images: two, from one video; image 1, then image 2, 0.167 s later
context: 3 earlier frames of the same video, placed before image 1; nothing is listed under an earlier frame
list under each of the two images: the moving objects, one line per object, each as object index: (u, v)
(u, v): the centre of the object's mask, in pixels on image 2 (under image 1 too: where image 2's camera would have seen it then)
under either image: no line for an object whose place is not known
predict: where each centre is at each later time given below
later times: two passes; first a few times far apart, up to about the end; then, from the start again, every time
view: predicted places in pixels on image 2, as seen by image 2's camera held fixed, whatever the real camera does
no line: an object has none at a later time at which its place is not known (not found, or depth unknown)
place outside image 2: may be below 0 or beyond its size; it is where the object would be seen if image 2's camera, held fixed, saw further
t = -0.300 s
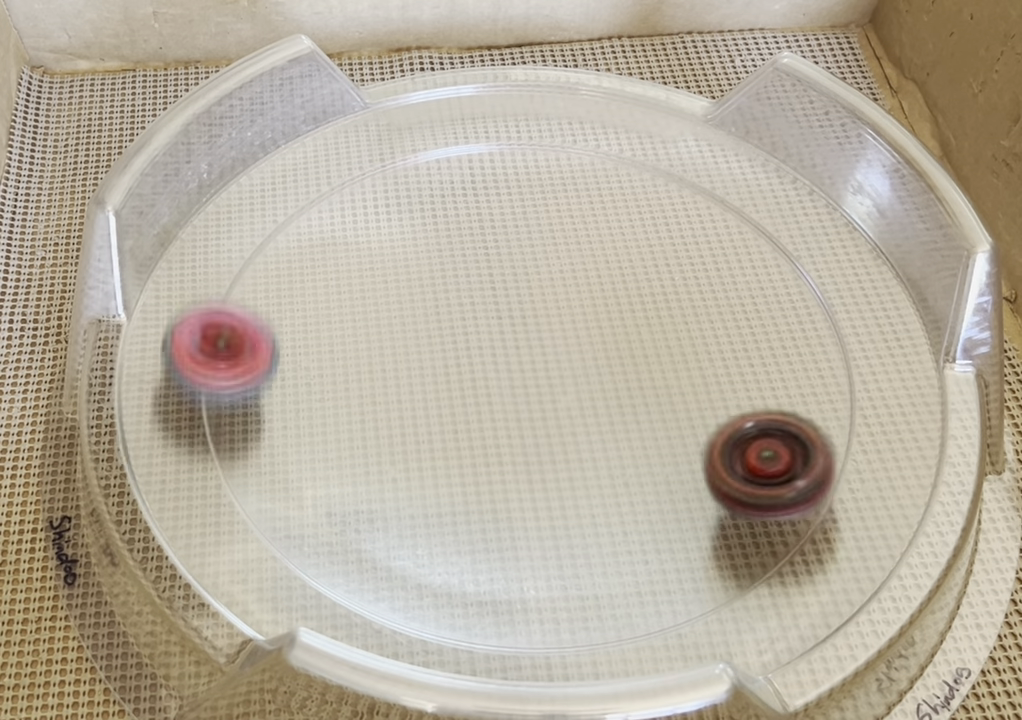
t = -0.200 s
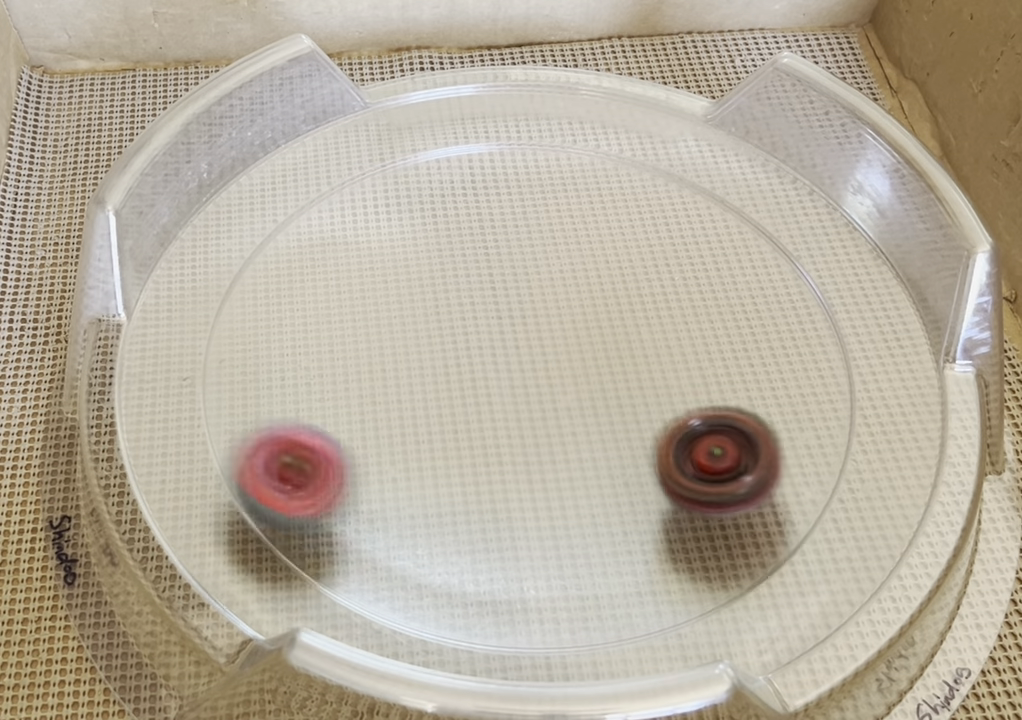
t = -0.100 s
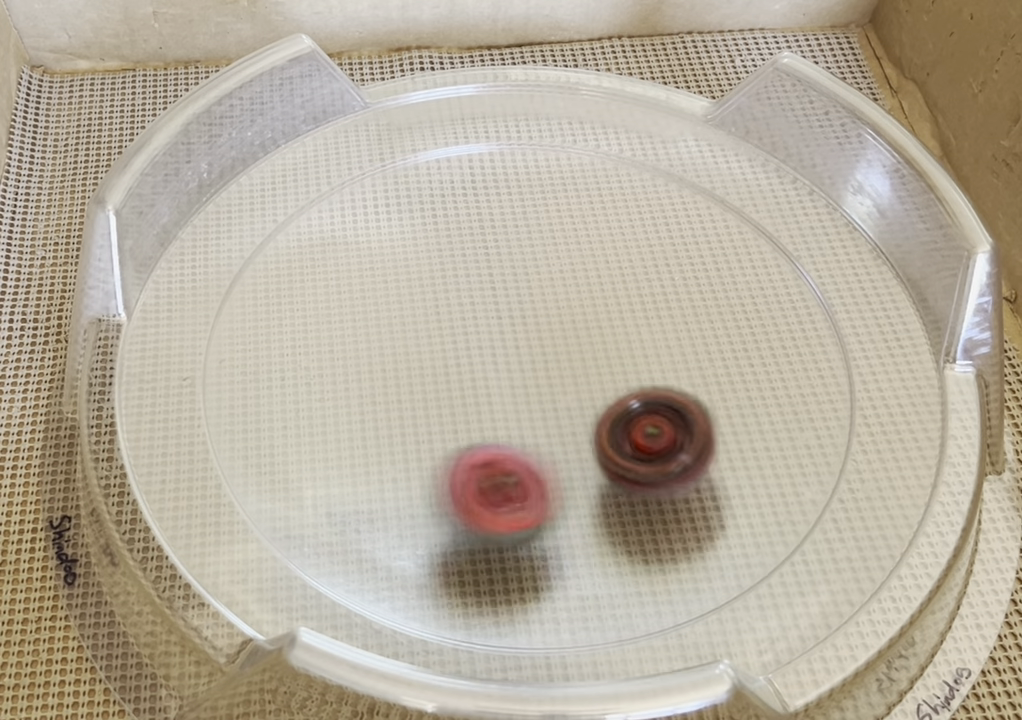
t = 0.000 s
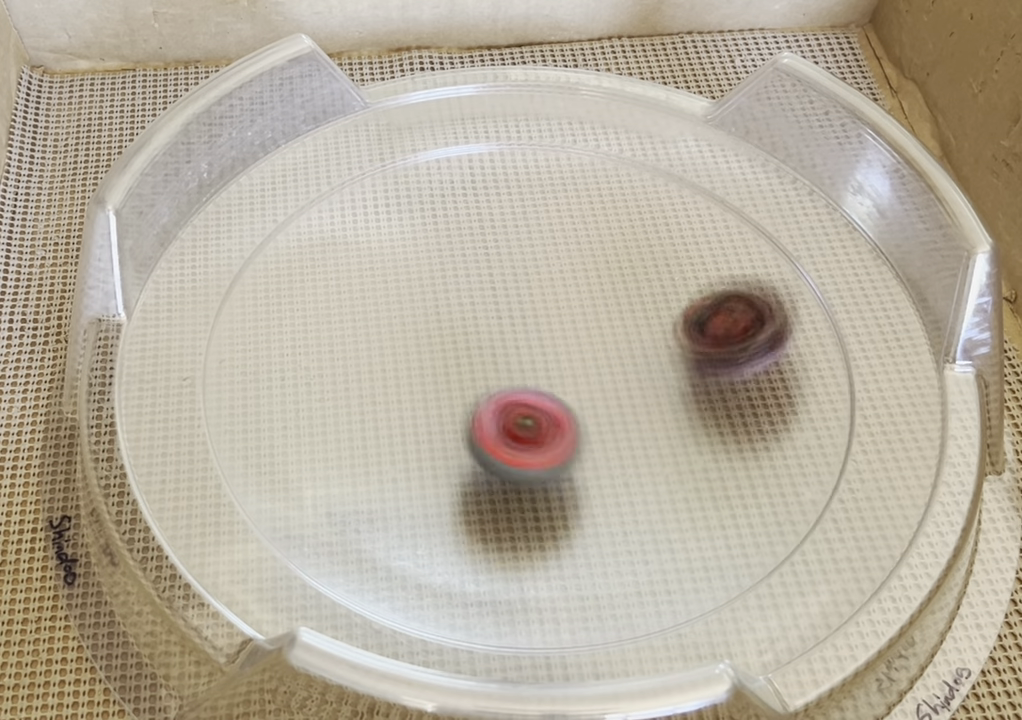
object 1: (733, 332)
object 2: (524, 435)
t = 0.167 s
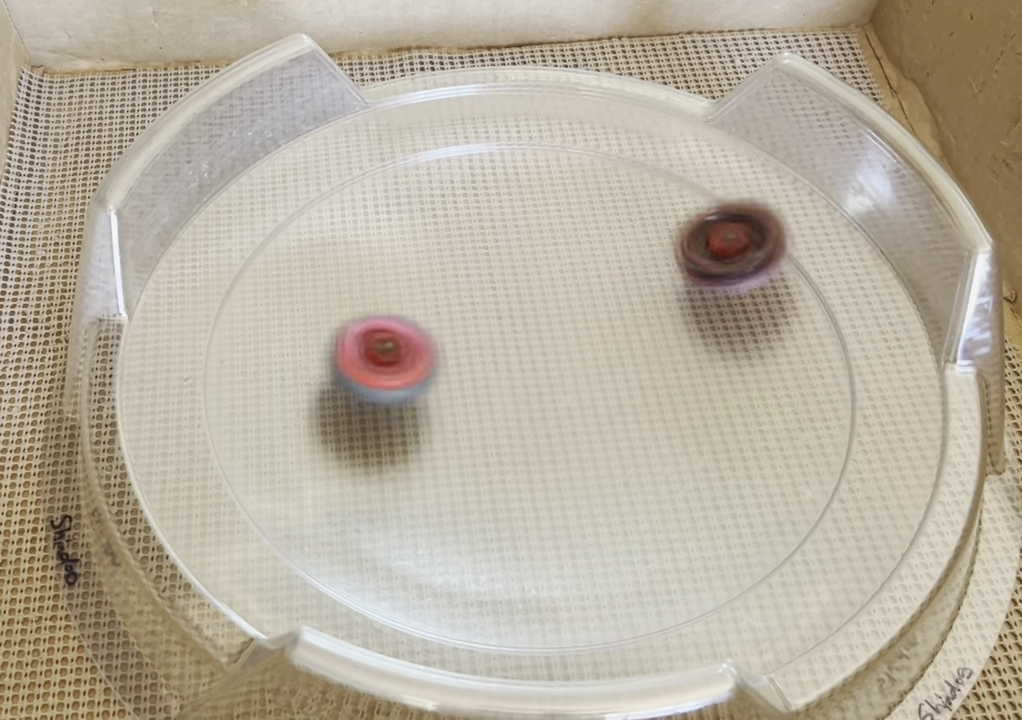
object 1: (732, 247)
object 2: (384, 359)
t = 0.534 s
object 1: (655, 217)
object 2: (580, 403)
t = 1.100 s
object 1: (437, 263)
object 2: (474, 463)
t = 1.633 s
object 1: (384, 349)
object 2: (258, 247)
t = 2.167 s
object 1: (553, 244)
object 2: (428, 189)
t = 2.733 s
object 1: (813, 340)
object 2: (629, 575)
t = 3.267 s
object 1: (399, 180)
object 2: (632, 323)
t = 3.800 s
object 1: (565, 268)
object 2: (513, 575)
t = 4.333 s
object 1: (527, 298)
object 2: (313, 432)
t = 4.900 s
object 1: (556, 233)
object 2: (396, 295)
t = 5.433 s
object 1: (604, 232)
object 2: (644, 490)
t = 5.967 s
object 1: (399, 290)
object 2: (555, 365)
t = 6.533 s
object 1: (425, 398)
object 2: (552, 380)
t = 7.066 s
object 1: (580, 486)
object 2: (397, 380)
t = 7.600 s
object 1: (642, 331)
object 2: (482, 221)
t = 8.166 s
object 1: (510, 272)
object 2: (713, 333)
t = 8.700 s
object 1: (387, 287)
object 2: (570, 482)
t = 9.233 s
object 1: (409, 412)
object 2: (502, 350)
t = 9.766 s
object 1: (565, 459)
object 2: (510, 351)
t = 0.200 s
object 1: (697, 251)
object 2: (352, 364)
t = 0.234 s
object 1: (669, 253)
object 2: (324, 379)
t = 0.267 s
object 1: (653, 251)
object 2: (306, 402)
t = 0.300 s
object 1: (646, 247)
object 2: (304, 430)
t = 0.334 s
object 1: (647, 241)
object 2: (321, 459)
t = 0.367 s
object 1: (650, 233)
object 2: (359, 484)
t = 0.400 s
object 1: (653, 227)
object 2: (409, 497)
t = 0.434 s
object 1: (655, 221)
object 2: (466, 496)
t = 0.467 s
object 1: (656, 218)
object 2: (517, 479)
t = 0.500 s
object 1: (656, 216)
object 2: (557, 446)
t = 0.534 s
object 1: (655, 217)
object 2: (580, 403)
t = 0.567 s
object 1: (651, 218)
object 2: (584, 358)
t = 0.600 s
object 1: (646, 221)
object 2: (571, 312)
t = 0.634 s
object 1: (639, 225)
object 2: (544, 270)
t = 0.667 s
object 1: (630, 229)
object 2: (504, 235)
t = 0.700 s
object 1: (620, 234)
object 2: (458, 209)
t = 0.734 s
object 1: (608, 240)
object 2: (405, 194)
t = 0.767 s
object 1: (595, 245)
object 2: (352, 187)
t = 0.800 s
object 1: (580, 250)
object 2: (303, 193)
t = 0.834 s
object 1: (564, 255)
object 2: (271, 228)
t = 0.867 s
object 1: (548, 258)
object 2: (245, 267)
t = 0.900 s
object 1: (531, 261)
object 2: (228, 303)
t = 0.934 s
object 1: (513, 263)
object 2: (226, 342)
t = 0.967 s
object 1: (498, 265)
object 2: (246, 383)
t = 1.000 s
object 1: (480, 265)
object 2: (285, 418)
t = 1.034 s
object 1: (466, 265)
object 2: (341, 447)
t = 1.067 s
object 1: (451, 265)
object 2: (406, 463)
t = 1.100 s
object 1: (437, 263)
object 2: (474, 463)
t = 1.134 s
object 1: (425, 261)
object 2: (537, 447)
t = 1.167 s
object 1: (411, 259)
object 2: (588, 419)
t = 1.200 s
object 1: (400, 257)
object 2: (625, 378)
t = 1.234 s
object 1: (390, 255)
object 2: (645, 332)
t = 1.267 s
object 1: (380, 254)
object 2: (648, 284)
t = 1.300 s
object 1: (372, 253)
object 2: (637, 237)
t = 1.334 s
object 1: (365, 252)
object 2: (612, 195)
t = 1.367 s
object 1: (359, 253)
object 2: (578, 156)
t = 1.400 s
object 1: (355, 254)
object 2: (537, 128)
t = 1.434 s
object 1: (353, 256)
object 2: (484, 128)
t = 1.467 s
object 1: (351, 260)
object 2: (432, 142)
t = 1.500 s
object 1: (351, 263)
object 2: (385, 151)
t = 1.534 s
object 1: (352, 269)
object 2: (339, 179)
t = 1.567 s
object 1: (355, 290)
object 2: (307, 203)
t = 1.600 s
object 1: (362, 310)
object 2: (284, 228)
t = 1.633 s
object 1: (384, 349)
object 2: (258, 247)
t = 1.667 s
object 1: (400, 378)
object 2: (254, 293)
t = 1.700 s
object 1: (410, 404)
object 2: (267, 330)
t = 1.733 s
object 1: (416, 429)
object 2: (296, 365)
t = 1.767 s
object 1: (450, 466)
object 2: (317, 384)
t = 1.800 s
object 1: (530, 529)
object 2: (317, 381)
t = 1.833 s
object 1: (608, 585)
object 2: (333, 383)
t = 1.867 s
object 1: (678, 608)
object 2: (364, 386)
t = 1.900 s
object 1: (681, 535)
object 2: (399, 380)
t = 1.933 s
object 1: (675, 473)
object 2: (432, 367)
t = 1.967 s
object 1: (667, 433)
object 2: (458, 346)
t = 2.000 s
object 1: (655, 414)
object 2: (477, 319)
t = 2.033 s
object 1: (639, 397)
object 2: (487, 290)
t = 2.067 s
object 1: (618, 338)
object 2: (484, 261)
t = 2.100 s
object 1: (595, 299)
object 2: (472, 231)
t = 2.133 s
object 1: (573, 278)
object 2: (454, 208)
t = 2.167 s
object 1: (553, 244)
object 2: (428, 189)
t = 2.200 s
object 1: (534, 215)
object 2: (398, 175)
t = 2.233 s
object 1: (514, 205)
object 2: (367, 169)
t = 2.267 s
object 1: (500, 190)
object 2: (337, 176)
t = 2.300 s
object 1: (489, 187)
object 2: (311, 206)
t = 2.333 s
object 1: (481, 191)
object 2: (297, 236)
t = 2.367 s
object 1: (480, 202)
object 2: (300, 269)
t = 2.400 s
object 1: (481, 220)
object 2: (317, 302)
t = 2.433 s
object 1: (489, 246)
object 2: (349, 334)
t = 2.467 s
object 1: (502, 279)
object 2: (393, 359)
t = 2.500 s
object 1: (522, 310)
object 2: (436, 379)
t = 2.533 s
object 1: (610, 293)
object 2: (410, 436)
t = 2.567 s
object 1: (693, 270)
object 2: (402, 482)
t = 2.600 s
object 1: (775, 249)
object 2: (414, 520)
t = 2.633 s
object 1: (842, 238)
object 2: (449, 549)
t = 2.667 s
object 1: (845, 254)
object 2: (503, 566)
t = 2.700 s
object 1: (834, 288)
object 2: (565, 576)
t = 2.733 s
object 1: (813, 340)
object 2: (629, 575)
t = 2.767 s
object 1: (782, 382)
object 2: (690, 559)
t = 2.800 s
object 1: (743, 426)
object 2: (740, 534)
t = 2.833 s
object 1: (693, 421)
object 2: (780, 536)
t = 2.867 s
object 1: (651, 407)
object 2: (799, 533)
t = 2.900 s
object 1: (594, 390)
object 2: (820, 529)
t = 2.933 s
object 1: (543, 372)
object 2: (847, 521)
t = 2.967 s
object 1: (493, 357)
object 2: (870, 507)
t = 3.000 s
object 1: (456, 333)
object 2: (883, 486)
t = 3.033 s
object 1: (429, 308)
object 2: (884, 461)
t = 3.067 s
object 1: (403, 282)
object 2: (871, 433)
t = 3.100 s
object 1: (386, 255)
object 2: (844, 407)
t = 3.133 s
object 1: (378, 232)
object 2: (812, 384)
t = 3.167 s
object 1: (379, 212)
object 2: (773, 360)
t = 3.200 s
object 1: (384, 198)
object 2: (729, 341)
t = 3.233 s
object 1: (392, 188)
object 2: (682, 329)
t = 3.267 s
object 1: (399, 180)
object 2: (632, 323)
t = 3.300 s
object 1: (406, 172)
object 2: (582, 323)
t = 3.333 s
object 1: (415, 165)
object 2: (532, 327)
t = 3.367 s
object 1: (424, 161)
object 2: (486, 337)
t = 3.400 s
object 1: (434, 158)
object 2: (442, 353)
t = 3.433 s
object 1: (446, 158)
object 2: (404, 372)
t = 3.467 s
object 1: (456, 159)
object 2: (370, 395)
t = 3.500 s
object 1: (468, 162)
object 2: (342, 422)
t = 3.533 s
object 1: (479, 168)
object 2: (323, 452)
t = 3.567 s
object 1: (490, 175)
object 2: (311, 485)
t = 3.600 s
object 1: (503, 183)
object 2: (307, 516)
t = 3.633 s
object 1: (514, 192)
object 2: (324, 540)
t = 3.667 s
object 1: (525, 203)
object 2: (367, 561)
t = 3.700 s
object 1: (536, 215)
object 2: (402, 577)
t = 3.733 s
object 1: (546, 230)
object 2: (437, 588)
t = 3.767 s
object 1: (556, 247)
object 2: (476, 589)
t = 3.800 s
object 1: (565, 268)
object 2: (513, 575)
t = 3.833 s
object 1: (573, 292)
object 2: (541, 551)
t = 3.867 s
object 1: (575, 317)
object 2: (563, 523)
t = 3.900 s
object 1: (574, 344)
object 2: (573, 490)
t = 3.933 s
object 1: (568, 364)
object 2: (573, 457)
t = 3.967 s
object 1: (566, 349)
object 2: (562, 457)
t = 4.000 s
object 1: (559, 336)
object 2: (548, 451)
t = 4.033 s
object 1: (551, 327)
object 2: (525, 434)
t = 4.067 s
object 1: (546, 319)
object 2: (499, 419)
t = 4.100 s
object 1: (542, 312)
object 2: (472, 407)
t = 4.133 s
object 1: (539, 309)
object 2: (441, 398)
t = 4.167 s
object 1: (537, 306)
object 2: (412, 392)
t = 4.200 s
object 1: (535, 303)
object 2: (383, 392)
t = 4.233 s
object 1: (533, 301)
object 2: (357, 395)
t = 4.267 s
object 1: (531, 299)
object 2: (335, 404)
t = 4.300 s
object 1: (529, 298)
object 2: (320, 416)
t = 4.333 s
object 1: (527, 298)
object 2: (313, 432)
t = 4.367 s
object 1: (524, 299)
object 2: (317, 449)
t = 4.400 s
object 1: (521, 300)
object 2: (334, 464)
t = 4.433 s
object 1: (519, 301)
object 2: (361, 475)
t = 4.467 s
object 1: (516, 304)
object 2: (395, 477)
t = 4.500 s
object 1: (513, 307)
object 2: (429, 470)
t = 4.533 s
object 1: (509, 310)
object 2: (459, 454)
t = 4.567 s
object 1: (505, 313)
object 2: (481, 429)
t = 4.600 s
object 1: (503, 312)
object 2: (494, 405)
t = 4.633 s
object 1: (504, 289)
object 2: (497, 398)
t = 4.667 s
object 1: (510, 269)
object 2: (495, 386)
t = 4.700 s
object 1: (519, 255)
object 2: (493, 367)
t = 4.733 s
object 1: (526, 246)
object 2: (485, 349)
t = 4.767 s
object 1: (534, 241)
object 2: (474, 330)
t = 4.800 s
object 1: (540, 238)
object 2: (459, 315)
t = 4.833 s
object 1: (545, 235)
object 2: (440, 304)
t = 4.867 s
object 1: (551, 233)
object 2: (418, 296)
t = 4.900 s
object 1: (556, 233)
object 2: (396, 295)
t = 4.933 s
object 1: (561, 236)
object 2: (376, 300)
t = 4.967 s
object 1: (564, 240)
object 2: (361, 311)
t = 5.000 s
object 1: (567, 244)
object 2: (355, 328)
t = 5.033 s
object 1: (569, 251)
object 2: (358, 346)
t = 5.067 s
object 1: (569, 259)
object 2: (371, 366)
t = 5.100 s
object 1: (569, 268)
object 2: (393, 382)
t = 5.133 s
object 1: (566, 278)
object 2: (423, 391)
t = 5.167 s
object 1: (564, 287)
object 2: (455, 395)
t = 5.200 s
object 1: (560, 298)
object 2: (491, 390)
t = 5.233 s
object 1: (559, 296)
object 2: (510, 397)
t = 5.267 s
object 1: (575, 259)
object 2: (516, 437)
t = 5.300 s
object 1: (584, 237)
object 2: (526, 465)
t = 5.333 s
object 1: (588, 228)
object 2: (546, 483)
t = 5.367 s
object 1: (592, 227)
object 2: (575, 493)
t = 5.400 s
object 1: (599, 228)
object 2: (609, 494)
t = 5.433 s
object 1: (604, 232)
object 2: (644, 490)
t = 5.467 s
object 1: (607, 236)
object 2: (676, 479)
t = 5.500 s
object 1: (611, 243)
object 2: (702, 461)
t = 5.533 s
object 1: (611, 250)
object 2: (717, 437)
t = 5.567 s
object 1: (611, 258)
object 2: (722, 410)
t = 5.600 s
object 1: (610, 268)
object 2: (715, 384)
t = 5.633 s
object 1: (606, 277)
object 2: (699, 360)
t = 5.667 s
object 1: (590, 280)
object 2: (694, 348)
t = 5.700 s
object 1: (551, 269)
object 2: (705, 348)
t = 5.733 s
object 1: (522, 267)
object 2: (706, 343)
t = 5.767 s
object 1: (503, 269)
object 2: (696, 335)
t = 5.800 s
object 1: (486, 274)
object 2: (678, 330)
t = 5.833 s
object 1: (467, 277)
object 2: (655, 328)
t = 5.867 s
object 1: (449, 281)
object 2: (631, 331)
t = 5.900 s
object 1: (430, 285)
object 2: (604, 338)
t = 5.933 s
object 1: (414, 287)
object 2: (578, 349)
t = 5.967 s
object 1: (399, 290)
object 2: (555, 365)
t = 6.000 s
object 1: (387, 292)
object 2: (537, 382)
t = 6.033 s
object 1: (377, 295)
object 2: (522, 400)
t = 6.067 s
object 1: (370, 296)
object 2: (512, 421)
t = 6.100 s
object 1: (363, 299)
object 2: (507, 443)
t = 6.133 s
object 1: (360, 300)
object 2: (509, 464)
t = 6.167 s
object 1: (354, 303)
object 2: (517, 483)
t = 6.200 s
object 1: (353, 309)
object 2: (532, 499)
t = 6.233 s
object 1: (352, 312)
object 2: (553, 510)
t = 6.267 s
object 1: (354, 320)
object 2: (577, 514)
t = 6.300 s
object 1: (356, 325)
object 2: (603, 510)
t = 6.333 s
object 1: (362, 332)
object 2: (622, 497)
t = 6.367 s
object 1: (368, 339)
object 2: (632, 478)
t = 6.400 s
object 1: (376, 349)
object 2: (631, 456)
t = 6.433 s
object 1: (388, 359)
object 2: (620, 432)
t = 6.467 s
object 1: (398, 370)
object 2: (602, 411)
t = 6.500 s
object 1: (412, 384)
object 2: (579, 394)
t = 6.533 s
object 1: (425, 398)
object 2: (552, 380)
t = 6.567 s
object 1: (435, 410)
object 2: (522, 368)
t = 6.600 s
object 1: (443, 426)
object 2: (505, 348)
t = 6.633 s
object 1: (456, 438)
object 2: (492, 333)
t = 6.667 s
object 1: (473, 453)
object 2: (473, 313)
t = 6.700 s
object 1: (492, 468)
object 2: (454, 296)
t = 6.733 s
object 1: (513, 480)
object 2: (433, 284)
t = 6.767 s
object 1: (531, 484)
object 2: (410, 278)
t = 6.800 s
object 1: (542, 492)
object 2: (387, 275)
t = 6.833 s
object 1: (551, 497)
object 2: (365, 277)
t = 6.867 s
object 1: (557, 500)
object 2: (346, 284)
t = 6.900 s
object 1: (560, 500)
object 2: (333, 296)
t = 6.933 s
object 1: (565, 501)
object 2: (328, 314)
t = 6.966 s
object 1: (572, 500)
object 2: (332, 333)
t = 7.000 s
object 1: (574, 497)
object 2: (347, 353)
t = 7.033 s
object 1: (579, 493)
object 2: (370, 368)
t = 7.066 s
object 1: (580, 486)
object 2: (397, 380)
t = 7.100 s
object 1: (581, 478)
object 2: (429, 385)
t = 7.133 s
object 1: (583, 469)
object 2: (461, 385)
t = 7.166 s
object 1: (586, 456)
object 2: (491, 380)
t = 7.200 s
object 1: (590, 443)
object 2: (518, 368)
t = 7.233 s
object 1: (600, 432)
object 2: (537, 352)
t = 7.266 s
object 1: (609, 420)
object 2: (553, 333)
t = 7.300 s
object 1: (617, 406)
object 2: (566, 314)
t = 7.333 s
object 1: (626, 394)
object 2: (573, 295)
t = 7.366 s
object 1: (632, 383)
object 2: (575, 277)
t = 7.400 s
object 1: (636, 373)
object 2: (573, 260)
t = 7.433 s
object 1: (638, 363)
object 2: (568, 244)
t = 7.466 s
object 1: (641, 355)
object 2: (557, 228)
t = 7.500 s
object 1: (642, 348)
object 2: (541, 217)
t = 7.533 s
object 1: (643, 341)
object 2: (522, 212)
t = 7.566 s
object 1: (644, 335)
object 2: (501, 213)
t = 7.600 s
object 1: (642, 331)
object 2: (482, 221)
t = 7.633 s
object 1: (641, 327)
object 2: (467, 237)
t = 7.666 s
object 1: (640, 324)
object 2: (458, 257)
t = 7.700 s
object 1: (637, 321)
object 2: (455, 279)
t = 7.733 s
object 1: (631, 318)
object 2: (459, 301)
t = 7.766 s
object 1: (625, 316)
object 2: (469, 323)
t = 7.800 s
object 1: (618, 313)
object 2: (485, 344)
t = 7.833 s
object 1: (608, 309)
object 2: (505, 363)
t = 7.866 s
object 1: (597, 304)
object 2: (530, 379)
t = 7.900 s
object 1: (586, 300)
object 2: (557, 390)
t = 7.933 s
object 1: (573, 295)
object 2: (585, 398)
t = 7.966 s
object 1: (561, 291)
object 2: (615, 400)
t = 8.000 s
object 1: (551, 288)
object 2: (644, 398)
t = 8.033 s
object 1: (541, 284)
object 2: (668, 392)
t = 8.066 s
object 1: (531, 280)
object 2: (690, 383)
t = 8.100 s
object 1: (523, 276)
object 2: (705, 368)
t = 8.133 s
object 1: (515, 274)
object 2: (714, 351)
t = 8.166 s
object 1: (510, 272)
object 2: (713, 333)
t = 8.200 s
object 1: (505, 271)
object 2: (703, 316)
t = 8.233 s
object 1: (501, 270)
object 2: (684, 303)
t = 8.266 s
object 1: (499, 270)
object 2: (660, 297)
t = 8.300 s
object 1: (496, 271)
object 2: (632, 295)
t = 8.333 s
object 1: (493, 272)
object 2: (602, 299)
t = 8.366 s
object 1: (476, 273)
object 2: (584, 309)
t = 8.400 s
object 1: (459, 274)
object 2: (566, 323)
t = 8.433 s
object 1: (442, 274)
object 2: (550, 339)
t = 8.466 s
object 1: (428, 276)
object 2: (538, 357)
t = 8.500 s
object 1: (415, 277)
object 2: (530, 377)
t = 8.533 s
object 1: (404, 277)
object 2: (525, 397)
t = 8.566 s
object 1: (397, 279)
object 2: (525, 418)
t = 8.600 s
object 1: (391, 281)
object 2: (529, 437)
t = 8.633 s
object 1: (389, 283)
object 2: (539, 455)
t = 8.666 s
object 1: (387, 286)
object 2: (553, 471)
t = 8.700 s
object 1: (387, 287)
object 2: (570, 482)
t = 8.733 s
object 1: (387, 289)
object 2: (591, 488)
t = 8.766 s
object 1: (387, 292)
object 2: (612, 486)
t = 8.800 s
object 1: (389, 297)
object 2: (628, 477)
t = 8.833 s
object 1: (390, 304)
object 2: (638, 463)
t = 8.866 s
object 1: (393, 314)
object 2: (639, 446)
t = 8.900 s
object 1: (395, 324)
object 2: (630, 428)
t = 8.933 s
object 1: (396, 335)
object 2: (614, 412)
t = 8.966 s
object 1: (398, 345)
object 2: (594, 399)
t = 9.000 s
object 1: (400, 356)
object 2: (569, 388)
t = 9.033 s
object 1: (400, 367)
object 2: (543, 380)
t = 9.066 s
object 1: (402, 378)
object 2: (517, 375)
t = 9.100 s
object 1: (396, 386)
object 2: (500, 373)
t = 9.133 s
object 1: (390, 395)
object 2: (495, 373)
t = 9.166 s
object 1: (388, 400)
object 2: (497, 367)
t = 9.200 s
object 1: (396, 407)
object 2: (501, 358)
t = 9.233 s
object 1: (409, 412)
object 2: (502, 350)
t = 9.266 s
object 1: (422, 420)
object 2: (502, 343)
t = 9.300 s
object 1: (436, 426)
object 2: (501, 338)
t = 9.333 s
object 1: (450, 431)
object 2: (499, 332)
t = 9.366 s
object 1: (463, 437)
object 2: (497, 328)
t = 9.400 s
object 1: (477, 444)
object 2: (493, 326)
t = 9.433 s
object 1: (490, 448)
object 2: (491, 326)
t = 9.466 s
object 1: (504, 453)
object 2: (489, 326)
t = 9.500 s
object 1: (515, 456)
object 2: (488, 328)
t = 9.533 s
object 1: (526, 461)
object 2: (487, 330)
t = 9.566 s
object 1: (536, 461)
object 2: (488, 333)
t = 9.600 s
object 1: (545, 463)
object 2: (489, 336)
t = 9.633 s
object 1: (552, 462)
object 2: (491, 339)
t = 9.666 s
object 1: (556, 462)
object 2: (494, 343)
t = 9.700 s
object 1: (561, 461)
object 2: (499, 345)
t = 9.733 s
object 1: (562, 459)
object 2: (504, 349)
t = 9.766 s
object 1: (565, 459)
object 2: (510, 351)
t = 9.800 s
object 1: (567, 456)
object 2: (518, 352)
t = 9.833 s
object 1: (567, 454)
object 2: (525, 353)
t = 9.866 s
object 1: (569, 452)
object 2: (533, 353)
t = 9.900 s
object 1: (572, 449)
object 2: (540, 352)
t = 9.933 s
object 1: (573, 445)
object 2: (546, 351)
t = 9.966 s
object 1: (577, 439)
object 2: (551, 349)
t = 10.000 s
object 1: (583, 437)
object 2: (555, 343)
